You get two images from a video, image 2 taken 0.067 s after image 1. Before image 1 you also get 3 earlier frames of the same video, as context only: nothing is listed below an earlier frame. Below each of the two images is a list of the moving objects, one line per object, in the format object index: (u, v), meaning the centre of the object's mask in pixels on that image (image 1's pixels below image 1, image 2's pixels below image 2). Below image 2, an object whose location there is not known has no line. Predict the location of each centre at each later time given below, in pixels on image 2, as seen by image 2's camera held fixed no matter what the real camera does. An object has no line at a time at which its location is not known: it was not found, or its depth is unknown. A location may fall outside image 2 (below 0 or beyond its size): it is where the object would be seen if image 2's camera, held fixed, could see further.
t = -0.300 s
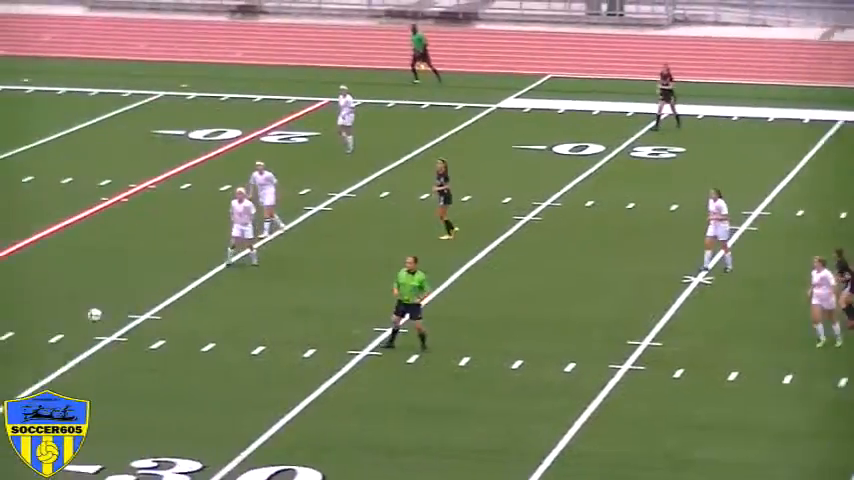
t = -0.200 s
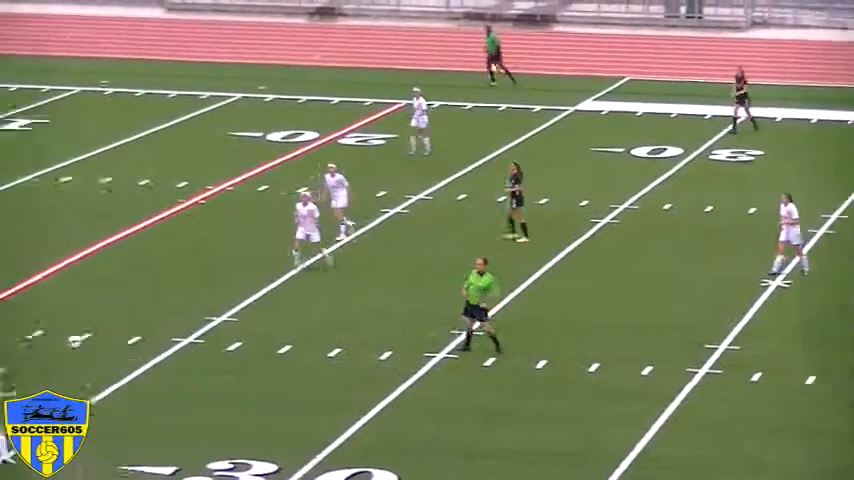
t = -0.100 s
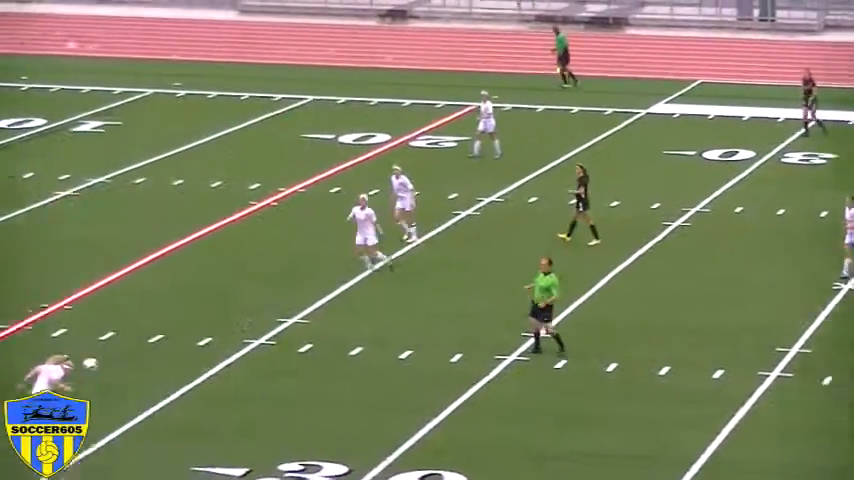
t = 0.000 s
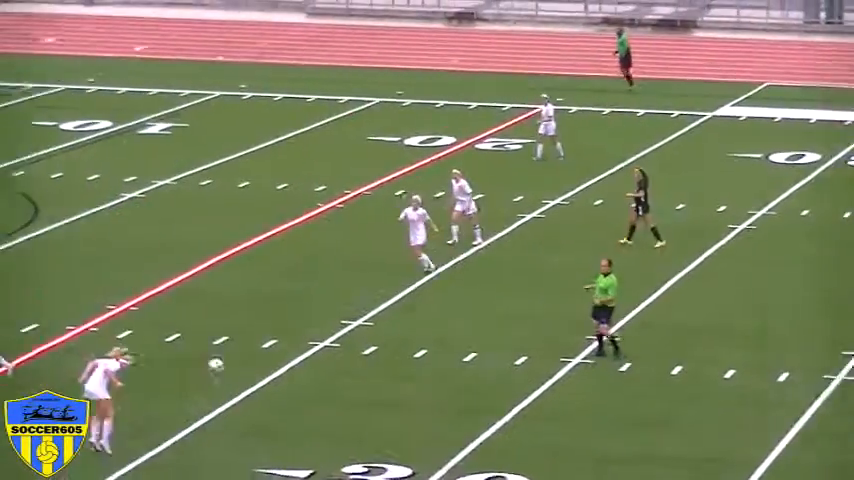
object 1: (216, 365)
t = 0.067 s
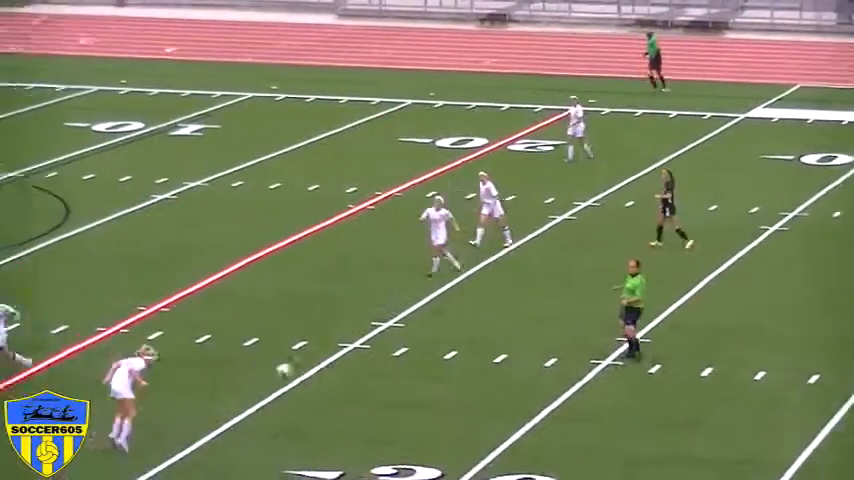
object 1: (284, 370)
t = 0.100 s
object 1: (304, 373)
